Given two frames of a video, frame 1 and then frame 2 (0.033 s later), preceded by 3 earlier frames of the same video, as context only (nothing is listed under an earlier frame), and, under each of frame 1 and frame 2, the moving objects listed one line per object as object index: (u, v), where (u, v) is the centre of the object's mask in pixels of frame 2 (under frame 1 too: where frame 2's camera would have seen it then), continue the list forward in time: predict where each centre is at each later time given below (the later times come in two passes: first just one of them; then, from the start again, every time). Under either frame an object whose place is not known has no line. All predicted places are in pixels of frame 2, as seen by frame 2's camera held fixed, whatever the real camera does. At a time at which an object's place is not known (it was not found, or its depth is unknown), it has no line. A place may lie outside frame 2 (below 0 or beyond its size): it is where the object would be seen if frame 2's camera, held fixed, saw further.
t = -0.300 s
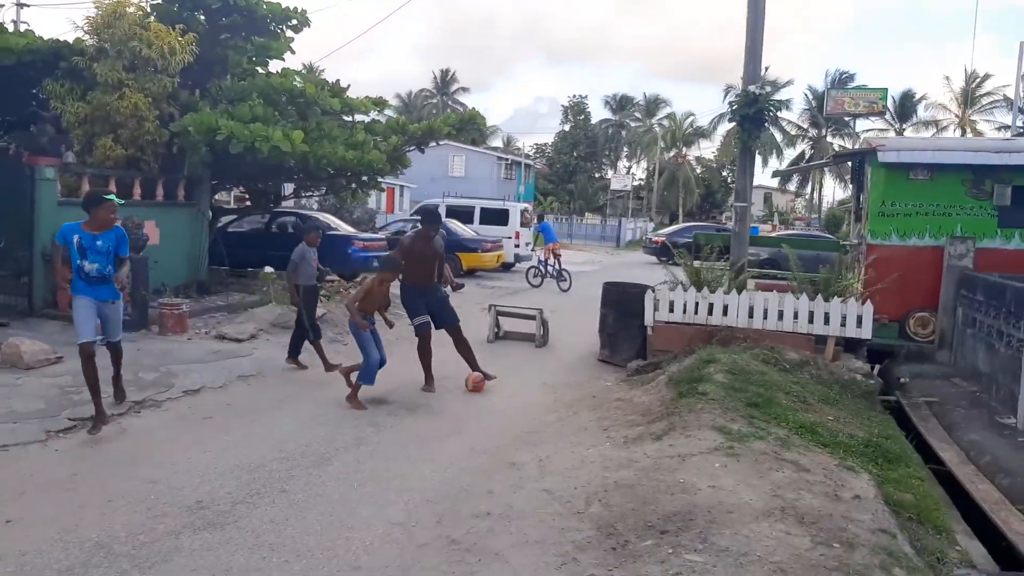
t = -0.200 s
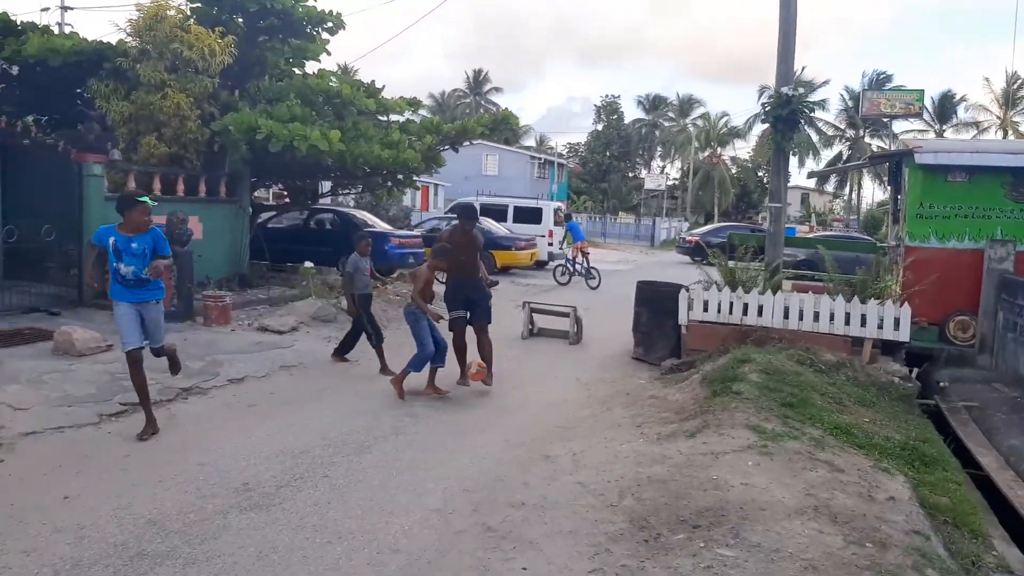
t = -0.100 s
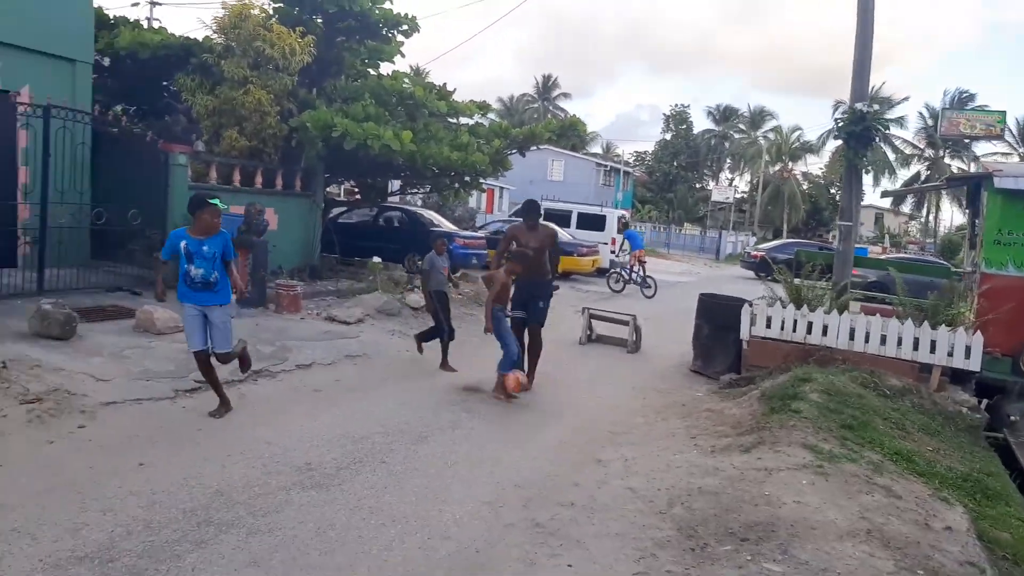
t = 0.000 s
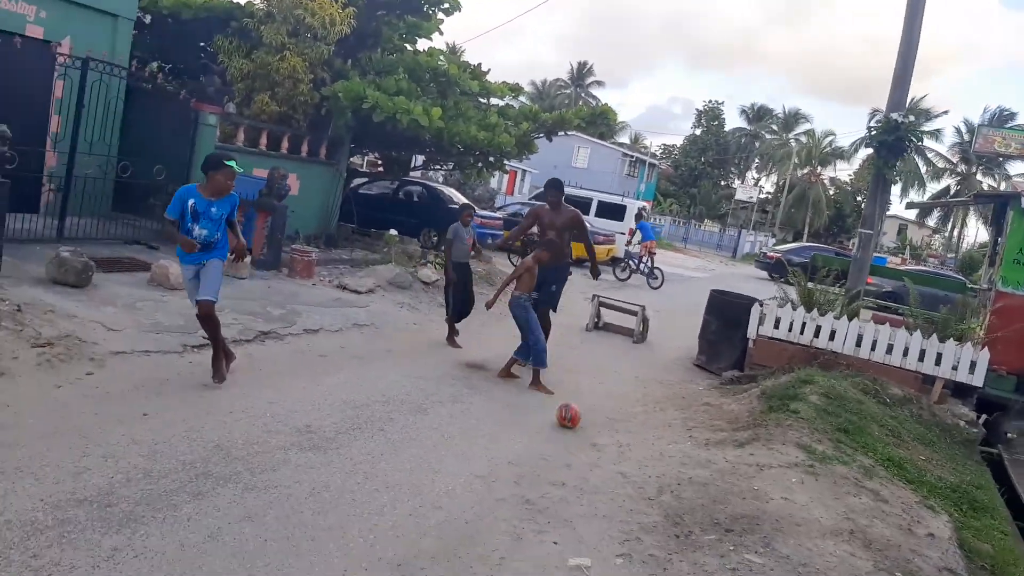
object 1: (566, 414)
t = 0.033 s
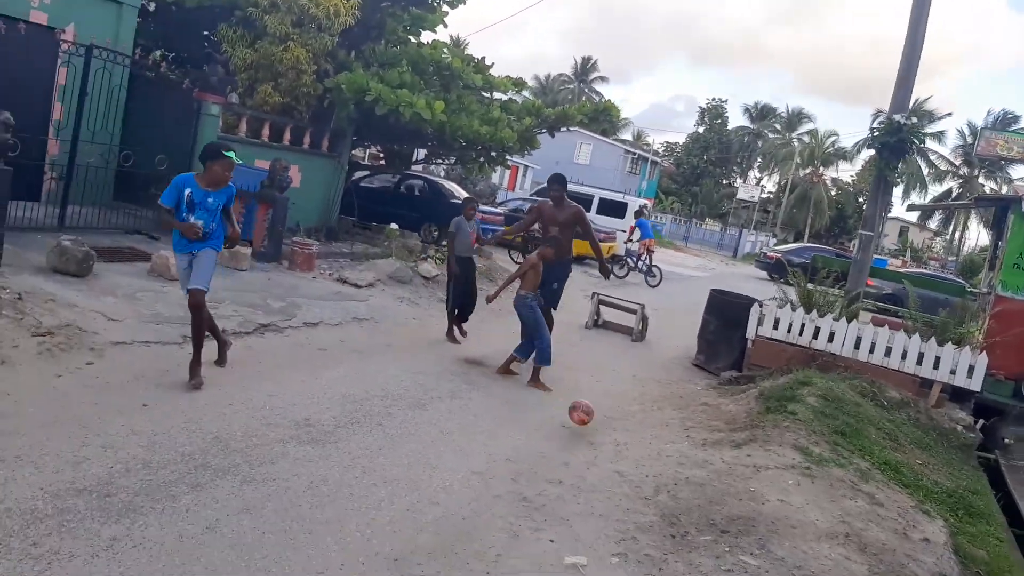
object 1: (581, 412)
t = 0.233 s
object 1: (670, 443)
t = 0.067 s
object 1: (596, 412)
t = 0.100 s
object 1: (611, 414)
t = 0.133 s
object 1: (626, 418)
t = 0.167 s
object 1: (641, 423)
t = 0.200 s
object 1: (656, 431)
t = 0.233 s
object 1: (670, 443)
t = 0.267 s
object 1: (685, 454)
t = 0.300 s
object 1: (699, 468)
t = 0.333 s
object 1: (713, 472)
